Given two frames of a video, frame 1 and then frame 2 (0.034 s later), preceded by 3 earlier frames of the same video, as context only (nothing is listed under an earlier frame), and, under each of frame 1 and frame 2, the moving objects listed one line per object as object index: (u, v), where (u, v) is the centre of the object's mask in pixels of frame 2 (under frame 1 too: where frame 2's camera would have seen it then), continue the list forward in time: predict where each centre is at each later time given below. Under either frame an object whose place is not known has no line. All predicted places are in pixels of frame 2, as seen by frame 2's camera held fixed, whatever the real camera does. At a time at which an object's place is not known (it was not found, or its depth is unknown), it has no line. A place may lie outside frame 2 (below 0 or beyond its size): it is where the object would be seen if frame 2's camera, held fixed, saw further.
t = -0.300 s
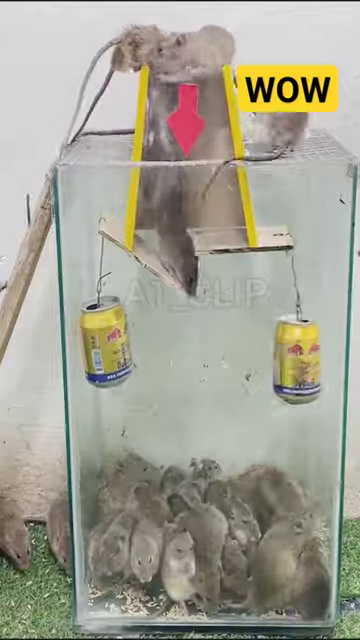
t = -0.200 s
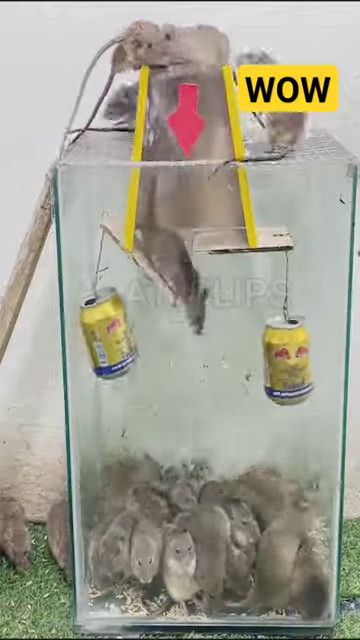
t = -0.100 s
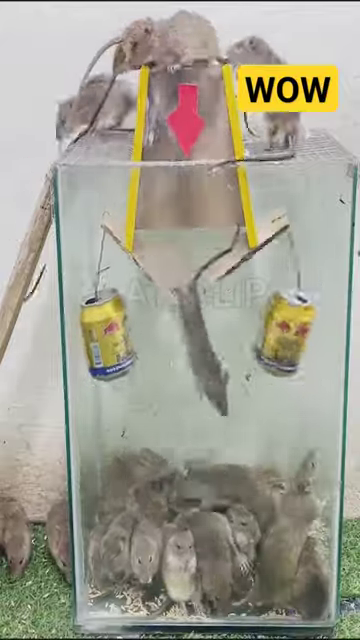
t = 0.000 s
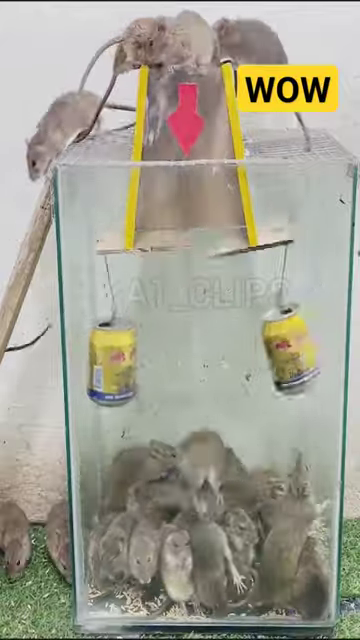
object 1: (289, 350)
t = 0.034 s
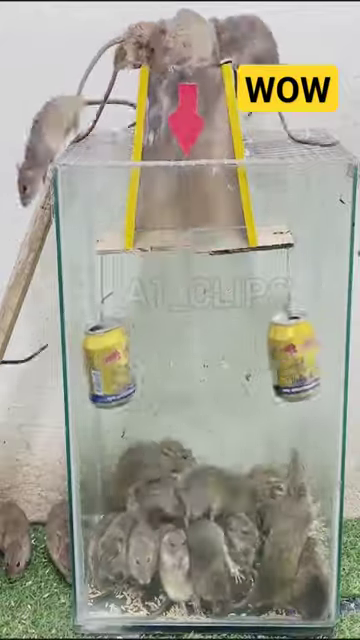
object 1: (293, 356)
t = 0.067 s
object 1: (294, 358)
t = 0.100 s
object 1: (293, 360)
